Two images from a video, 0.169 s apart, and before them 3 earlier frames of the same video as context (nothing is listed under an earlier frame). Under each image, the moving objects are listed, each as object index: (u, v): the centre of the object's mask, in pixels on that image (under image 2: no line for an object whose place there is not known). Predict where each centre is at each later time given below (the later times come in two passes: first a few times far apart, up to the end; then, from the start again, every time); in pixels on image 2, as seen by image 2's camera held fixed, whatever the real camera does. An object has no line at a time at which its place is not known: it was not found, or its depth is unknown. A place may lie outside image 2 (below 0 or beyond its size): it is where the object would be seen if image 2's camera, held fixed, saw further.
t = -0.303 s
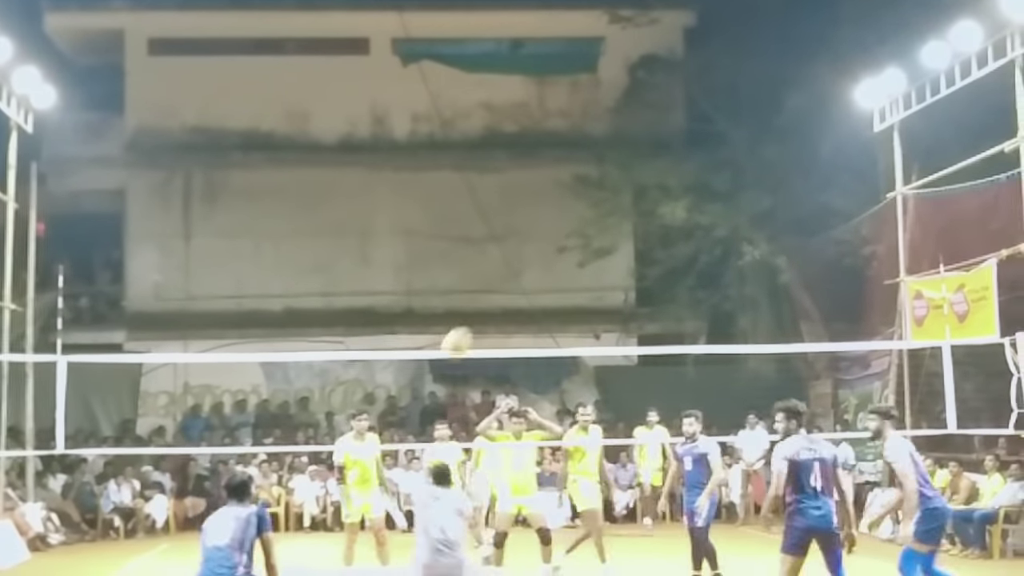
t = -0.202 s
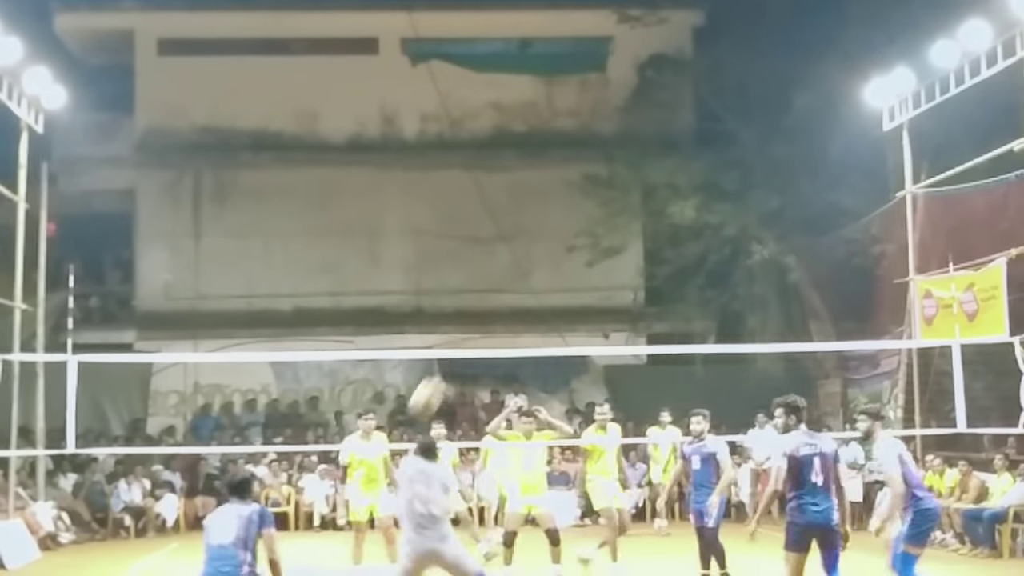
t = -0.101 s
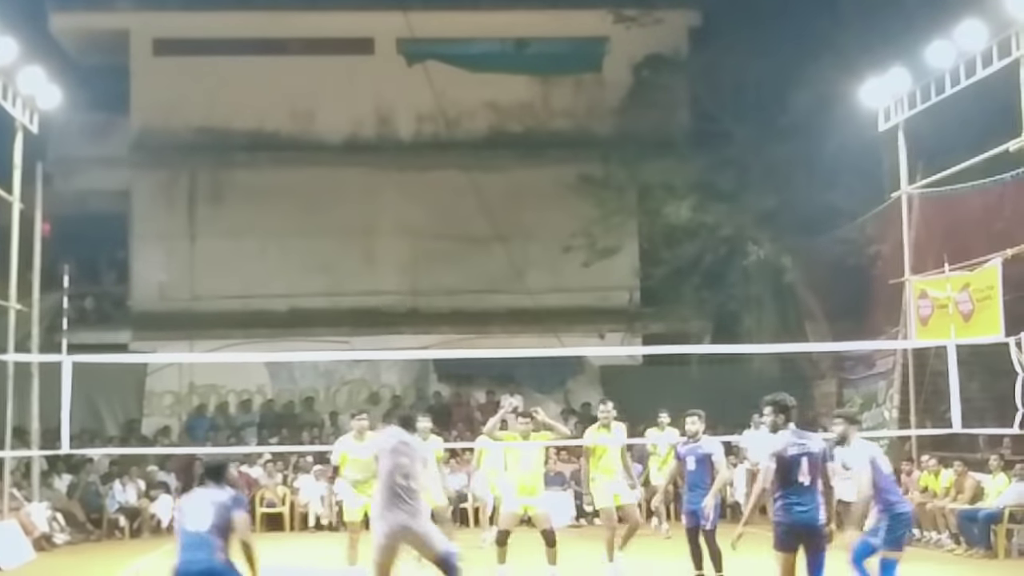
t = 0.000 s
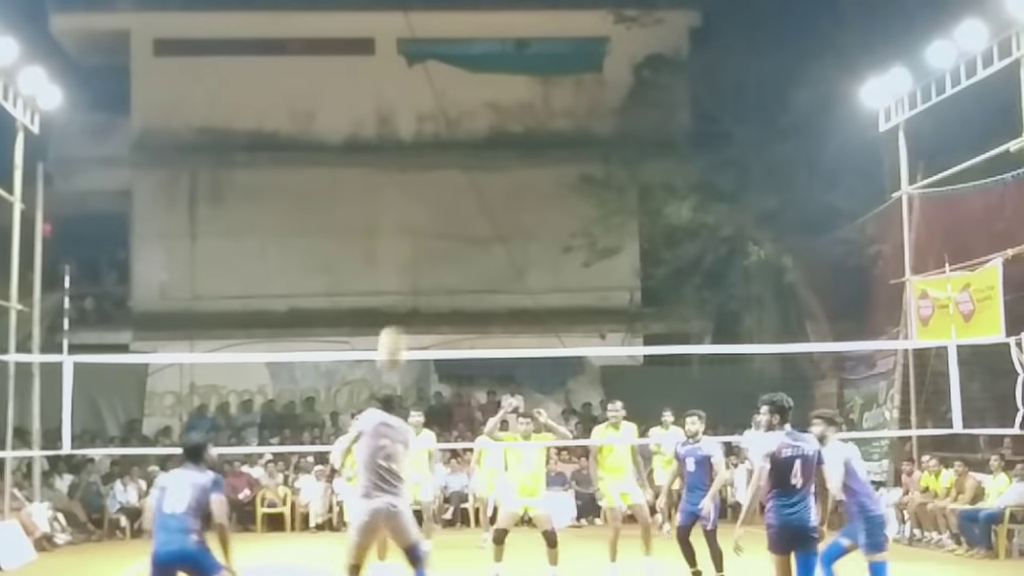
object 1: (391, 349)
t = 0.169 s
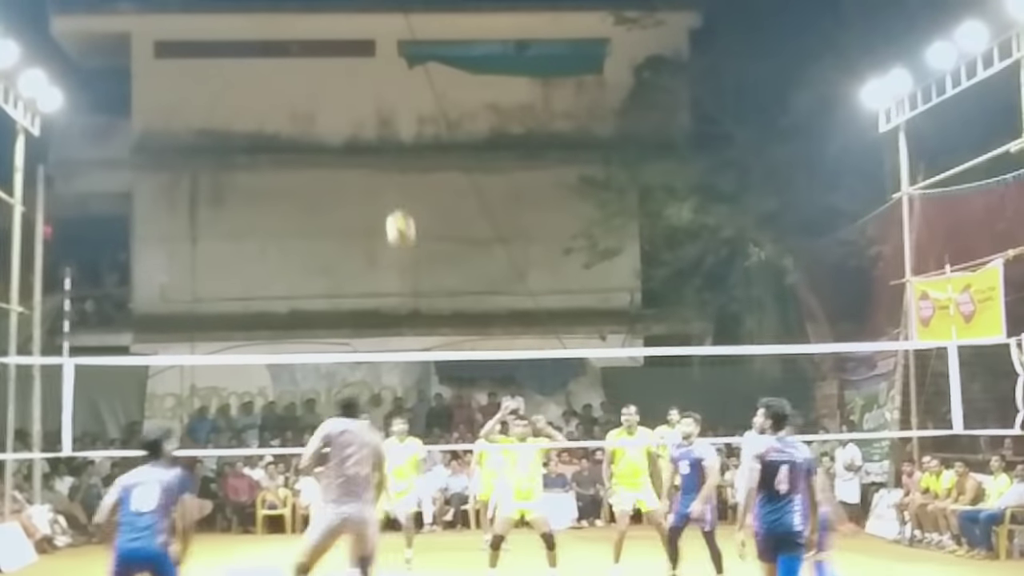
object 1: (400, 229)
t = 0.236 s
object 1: (404, 194)
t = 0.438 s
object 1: (415, 126)
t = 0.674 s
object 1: (427, 108)
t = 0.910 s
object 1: (440, 148)
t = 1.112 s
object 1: (451, 220)
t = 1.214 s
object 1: (456, 268)
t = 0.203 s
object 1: (402, 211)
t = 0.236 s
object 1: (404, 194)
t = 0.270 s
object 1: (406, 178)
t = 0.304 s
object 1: (408, 164)
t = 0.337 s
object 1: (409, 153)
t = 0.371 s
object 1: (412, 142)
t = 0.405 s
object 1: (413, 133)
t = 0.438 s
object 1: (415, 126)
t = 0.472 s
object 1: (417, 119)
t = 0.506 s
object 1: (418, 114)
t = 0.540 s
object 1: (420, 111)
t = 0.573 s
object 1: (422, 108)
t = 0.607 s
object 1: (424, 107)
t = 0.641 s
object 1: (425, 107)
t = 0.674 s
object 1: (427, 108)
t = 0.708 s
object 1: (429, 110)
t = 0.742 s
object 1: (431, 114)
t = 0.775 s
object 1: (433, 119)
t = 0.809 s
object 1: (435, 125)
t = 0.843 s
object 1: (437, 132)
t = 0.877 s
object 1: (438, 139)
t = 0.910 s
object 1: (440, 148)
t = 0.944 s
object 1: (442, 157)
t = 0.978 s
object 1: (444, 168)
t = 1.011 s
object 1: (446, 179)
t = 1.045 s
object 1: (447, 192)
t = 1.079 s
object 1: (449, 206)
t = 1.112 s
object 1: (451, 220)
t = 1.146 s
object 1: (452, 236)
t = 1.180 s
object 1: (454, 251)
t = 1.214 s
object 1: (456, 268)
